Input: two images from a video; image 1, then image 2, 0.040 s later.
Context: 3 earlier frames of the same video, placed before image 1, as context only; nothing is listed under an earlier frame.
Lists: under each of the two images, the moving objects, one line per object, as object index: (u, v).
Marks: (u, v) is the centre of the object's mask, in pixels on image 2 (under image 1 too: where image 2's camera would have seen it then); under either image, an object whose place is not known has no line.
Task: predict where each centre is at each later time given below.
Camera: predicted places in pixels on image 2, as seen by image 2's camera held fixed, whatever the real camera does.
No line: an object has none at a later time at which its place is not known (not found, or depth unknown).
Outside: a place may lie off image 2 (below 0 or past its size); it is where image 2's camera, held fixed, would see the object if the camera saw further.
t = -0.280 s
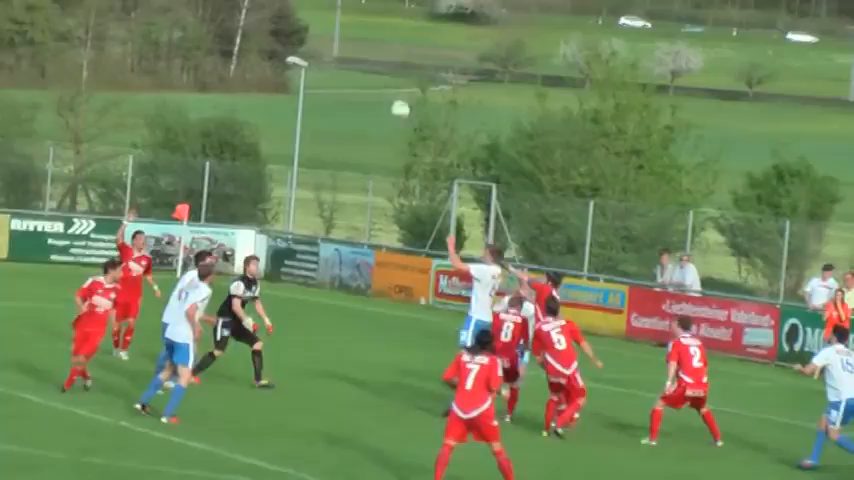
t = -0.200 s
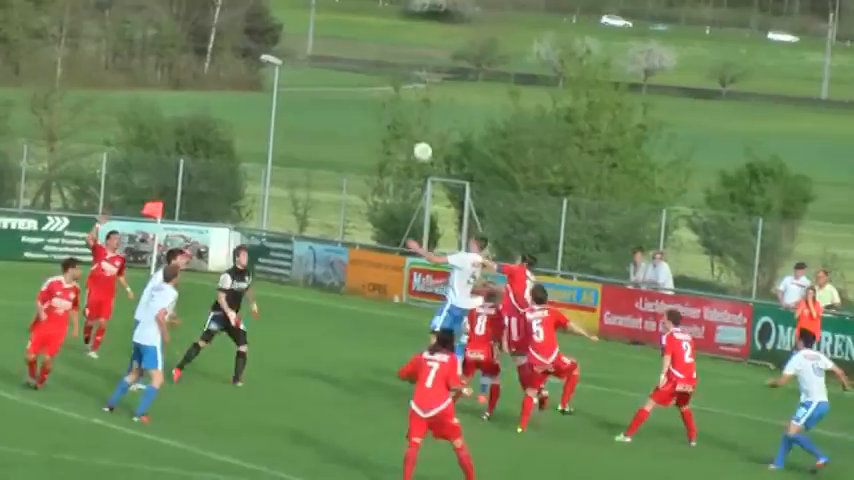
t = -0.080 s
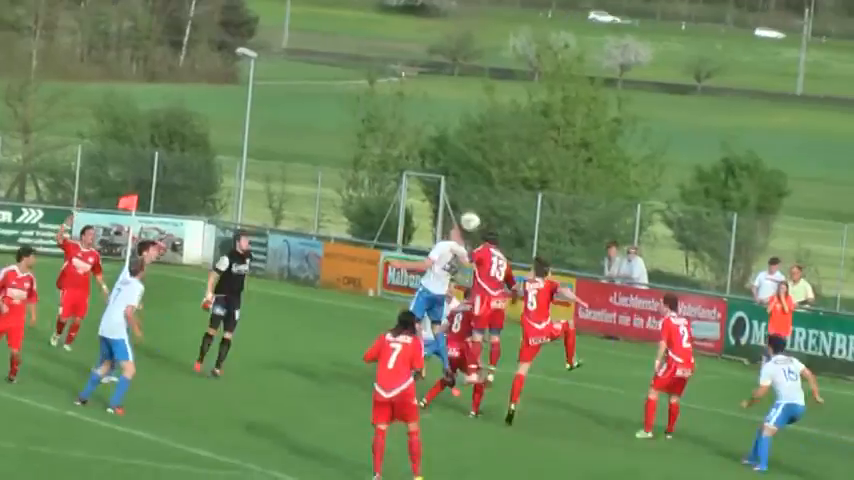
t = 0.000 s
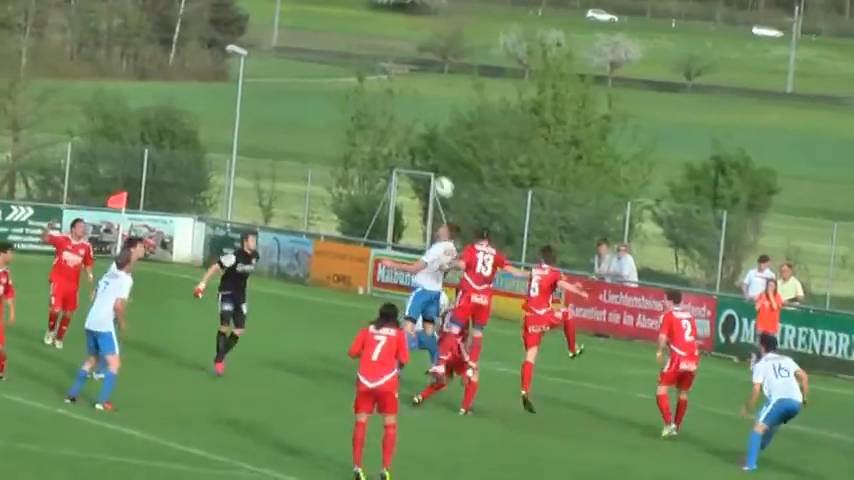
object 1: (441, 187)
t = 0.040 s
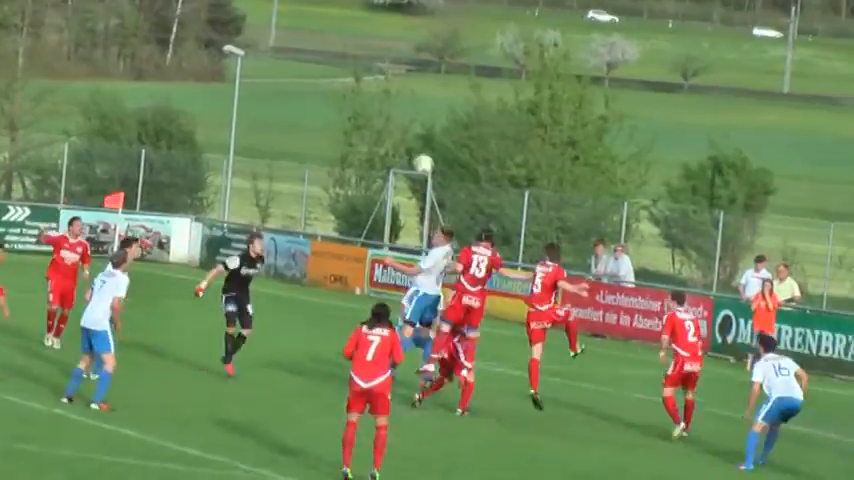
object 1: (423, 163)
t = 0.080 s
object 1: (406, 141)
